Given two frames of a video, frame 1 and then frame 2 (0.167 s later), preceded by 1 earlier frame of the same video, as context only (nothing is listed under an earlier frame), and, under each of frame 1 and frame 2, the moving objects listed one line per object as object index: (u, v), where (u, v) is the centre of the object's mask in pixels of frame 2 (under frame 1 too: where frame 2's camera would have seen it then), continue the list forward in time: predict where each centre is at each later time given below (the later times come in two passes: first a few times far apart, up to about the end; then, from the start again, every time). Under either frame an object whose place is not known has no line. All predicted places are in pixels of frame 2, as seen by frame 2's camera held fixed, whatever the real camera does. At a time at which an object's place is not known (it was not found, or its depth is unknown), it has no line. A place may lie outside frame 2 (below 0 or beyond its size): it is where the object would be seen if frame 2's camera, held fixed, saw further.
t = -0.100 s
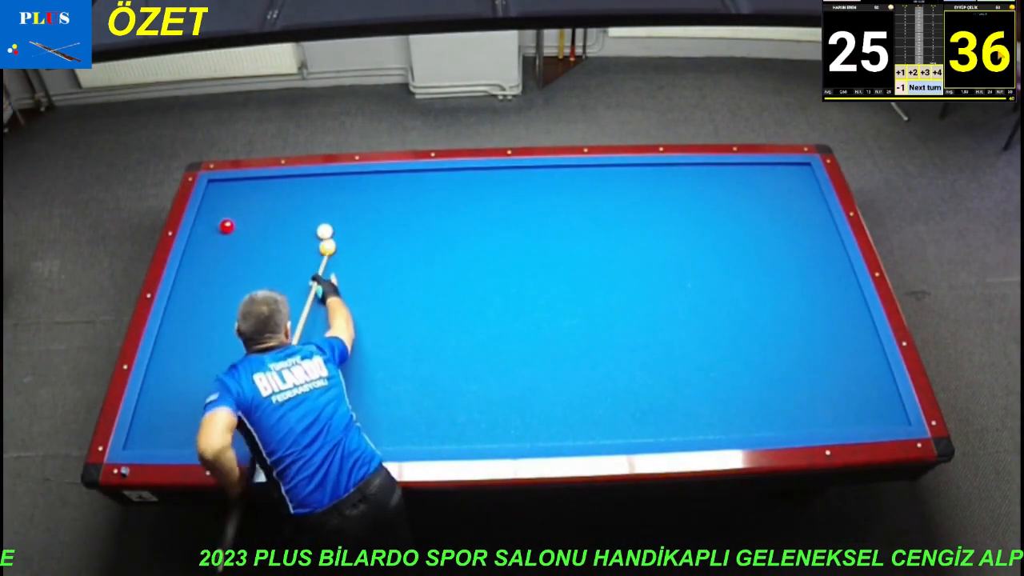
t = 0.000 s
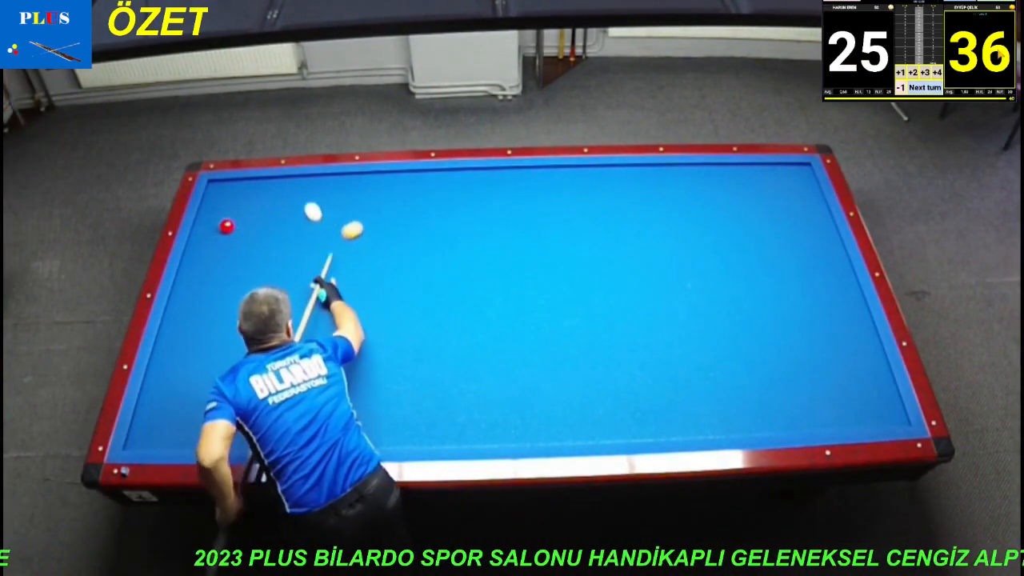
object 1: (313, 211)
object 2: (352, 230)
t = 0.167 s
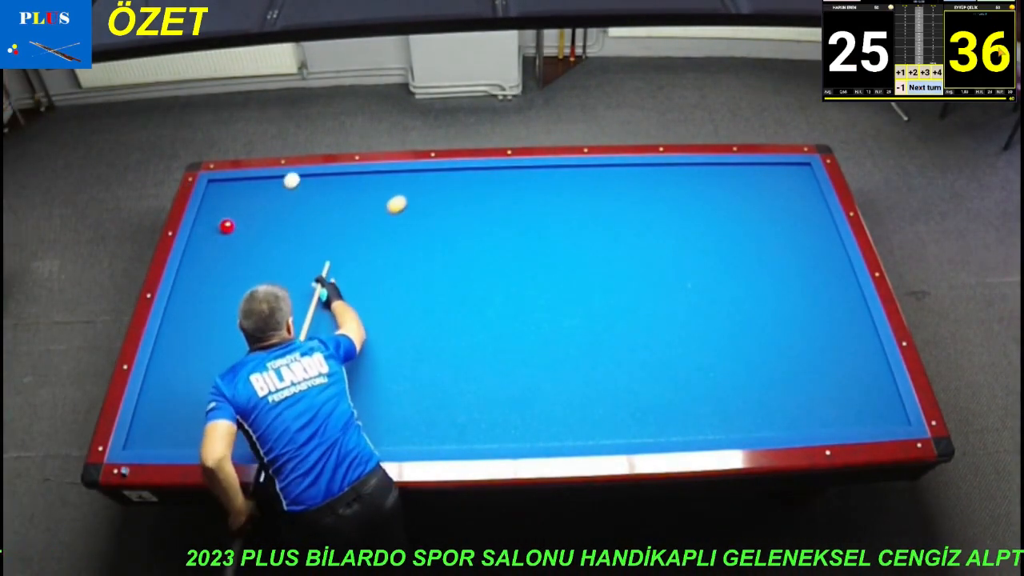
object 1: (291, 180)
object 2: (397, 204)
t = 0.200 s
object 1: (287, 185)
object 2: (405, 199)
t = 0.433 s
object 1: (256, 214)
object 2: (461, 179)
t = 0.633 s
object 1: (230, 239)
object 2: (512, 196)
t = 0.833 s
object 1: (204, 264)
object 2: (565, 213)
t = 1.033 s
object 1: (177, 291)
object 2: (619, 230)
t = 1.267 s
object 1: (181, 318)
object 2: (684, 252)
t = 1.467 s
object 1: (185, 342)
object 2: (741, 271)
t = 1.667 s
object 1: (189, 368)
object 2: (798, 290)
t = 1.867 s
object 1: (194, 394)
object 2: (855, 310)
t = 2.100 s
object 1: (199, 426)
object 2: (842, 342)
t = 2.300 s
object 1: (210, 439)
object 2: (823, 371)
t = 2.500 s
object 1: (229, 424)
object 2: (801, 402)
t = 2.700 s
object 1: (248, 409)
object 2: (776, 425)
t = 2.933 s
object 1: (269, 393)
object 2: (737, 406)
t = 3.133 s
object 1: (286, 380)
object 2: (704, 391)
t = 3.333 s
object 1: (303, 367)
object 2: (672, 376)
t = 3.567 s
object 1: (322, 353)
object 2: (636, 359)
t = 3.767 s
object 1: (337, 341)
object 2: (606, 345)
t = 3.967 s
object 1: (352, 330)
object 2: (578, 332)
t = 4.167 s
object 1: (366, 319)
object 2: (550, 319)
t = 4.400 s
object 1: (382, 308)
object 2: (520, 305)
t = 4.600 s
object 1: (395, 298)
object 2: (495, 293)
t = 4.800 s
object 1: (408, 289)
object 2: (471, 282)
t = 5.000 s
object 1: (420, 280)
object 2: (448, 272)
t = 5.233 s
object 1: (428, 275)
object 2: (428, 257)
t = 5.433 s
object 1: (430, 275)
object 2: (414, 242)
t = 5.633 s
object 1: (431, 275)
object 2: (402, 228)
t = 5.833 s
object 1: (432, 274)
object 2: (390, 215)
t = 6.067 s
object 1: (433, 274)
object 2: (376, 200)
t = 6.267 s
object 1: (434, 274)
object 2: (366, 188)
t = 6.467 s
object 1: (433, 274)
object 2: (357, 177)
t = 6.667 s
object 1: (433, 274)
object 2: (349, 182)
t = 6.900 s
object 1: (433, 274)
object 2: (342, 189)
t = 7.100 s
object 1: (433, 274)
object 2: (336, 195)
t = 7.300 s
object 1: (433, 274)
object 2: (330, 201)
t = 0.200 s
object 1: (287, 185)
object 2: (405, 199)
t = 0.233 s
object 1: (282, 189)
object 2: (413, 193)
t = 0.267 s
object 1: (278, 194)
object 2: (421, 188)
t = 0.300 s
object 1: (273, 198)
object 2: (429, 183)
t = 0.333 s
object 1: (269, 202)
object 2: (436, 178)
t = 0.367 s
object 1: (265, 206)
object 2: (444, 174)
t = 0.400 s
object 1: (261, 210)
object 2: (452, 176)
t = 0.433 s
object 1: (256, 214)
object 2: (461, 179)
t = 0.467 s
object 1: (252, 218)
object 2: (469, 182)
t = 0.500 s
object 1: (248, 222)
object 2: (478, 185)
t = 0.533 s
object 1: (244, 226)
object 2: (486, 188)
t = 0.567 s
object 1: (239, 230)
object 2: (495, 190)
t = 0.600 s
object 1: (235, 234)
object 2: (503, 193)
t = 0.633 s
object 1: (230, 239)
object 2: (512, 196)
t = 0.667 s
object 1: (226, 243)
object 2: (520, 199)
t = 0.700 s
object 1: (221, 247)
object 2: (529, 201)
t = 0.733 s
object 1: (217, 251)
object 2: (538, 204)
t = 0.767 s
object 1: (213, 255)
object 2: (547, 207)
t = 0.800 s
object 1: (208, 260)
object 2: (556, 210)
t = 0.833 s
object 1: (204, 264)
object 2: (565, 213)
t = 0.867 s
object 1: (199, 268)
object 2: (574, 215)
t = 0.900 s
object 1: (195, 273)
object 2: (583, 218)
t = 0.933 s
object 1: (190, 277)
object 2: (592, 222)
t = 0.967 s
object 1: (186, 282)
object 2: (601, 224)
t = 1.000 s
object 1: (181, 286)
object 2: (610, 227)
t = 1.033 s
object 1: (177, 291)
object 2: (619, 230)
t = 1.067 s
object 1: (177, 295)
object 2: (628, 233)
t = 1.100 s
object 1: (178, 298)
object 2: (638, 237)
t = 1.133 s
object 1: (178, 302)
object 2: (647, 240)
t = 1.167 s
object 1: (179, 306)
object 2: (656, 242)
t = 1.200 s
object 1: (179, 310)
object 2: (665, 246)
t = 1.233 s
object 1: (180, 314)
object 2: (675, 249)
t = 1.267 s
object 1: (181, 318)
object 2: (684, 252)
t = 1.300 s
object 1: (181, 322)
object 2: (694, 255)
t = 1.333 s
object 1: (182, 326)
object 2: (703, 258)
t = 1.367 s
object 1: (183, 330)
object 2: (713, 261)
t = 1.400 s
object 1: (183, 334)
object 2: (722, 265)
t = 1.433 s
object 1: (184, 338)
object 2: (731, 268)
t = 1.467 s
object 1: (185, 342)
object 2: (741, 271)
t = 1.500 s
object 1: (185, 346)
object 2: (751, 274)
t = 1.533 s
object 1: (186, 351)
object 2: (760, 278)
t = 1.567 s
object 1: (187, 355)
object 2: (770, 281)
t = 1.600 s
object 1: (187, 359)
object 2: (779, 284)
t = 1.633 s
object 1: (188, 363)
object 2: (789, 287)
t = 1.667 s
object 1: (189, 368)
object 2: (798, 290)
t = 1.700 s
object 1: (190, 372)
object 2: (807, 294)
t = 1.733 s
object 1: (190, 376)
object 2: (817, 297)
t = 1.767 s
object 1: (191, 381)
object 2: (826, 300)
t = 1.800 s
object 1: (192, 385)
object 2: (836, 303)
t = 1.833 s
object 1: (193, 389)
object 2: (845, 307)
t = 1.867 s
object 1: (194, 394)
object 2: (855, 310)
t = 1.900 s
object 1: (194, 398)
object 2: (863, 314)
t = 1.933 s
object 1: (195, 403)
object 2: (860, 318)
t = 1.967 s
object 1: (196, 407)
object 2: (856, 323)
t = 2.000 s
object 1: (197, 412)
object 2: (852, 328)
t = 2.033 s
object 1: (198, 416)
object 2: (849, 332)
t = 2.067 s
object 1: (199, 421)
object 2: (846, 337)
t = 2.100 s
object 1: (199, 426)
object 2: (842, 342)
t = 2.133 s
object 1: (200, 430)
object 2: (839, 347)
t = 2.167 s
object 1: (201, 435)
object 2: (836, 351)
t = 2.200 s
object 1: (202, 439)
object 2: (833, 357)
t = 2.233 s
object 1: (204, 442)
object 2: (829, 361)
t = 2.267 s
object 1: (206, 441)
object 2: (826, 366)
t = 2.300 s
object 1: (210, 439)
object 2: (823, 371)
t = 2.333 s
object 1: (213, 437)
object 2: (819, 376)
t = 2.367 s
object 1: (216, 434)
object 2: (816, 381)
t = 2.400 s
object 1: (219, 432)
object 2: (812, 387)
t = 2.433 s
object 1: (223, 429)
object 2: (808, 392)
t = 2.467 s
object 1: (226, 427)
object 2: (805, 397)
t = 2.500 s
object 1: (229, 424)
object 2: (801, 402)
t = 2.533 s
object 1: (232, 422)
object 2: (797, 408)
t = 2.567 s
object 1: (235, 419)
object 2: (794, 413)
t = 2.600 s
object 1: (239, 417)
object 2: (790, 418)
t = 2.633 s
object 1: (242, 414)
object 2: (786, 423)
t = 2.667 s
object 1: (245, 412)
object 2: (782, 427)
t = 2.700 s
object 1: (248, 409)
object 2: (776, 425)
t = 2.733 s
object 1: (251, 407)
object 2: (770, 422)
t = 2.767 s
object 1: (254, 405)
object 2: (764, 419)
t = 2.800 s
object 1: (257, 402)
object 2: (759, 417)
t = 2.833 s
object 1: (260, 400)
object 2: (753, 414)
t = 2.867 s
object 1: (263, 398)
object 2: (748, 411)
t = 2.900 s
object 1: (266, 395)
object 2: (742, 409)
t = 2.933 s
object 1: (269, 393)
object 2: (737, 406)
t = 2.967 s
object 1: (271, 391)
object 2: (731, 404)
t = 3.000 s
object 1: (274, 389)
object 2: (725, 401)
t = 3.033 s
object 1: (277, 386)
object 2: (720, 398)
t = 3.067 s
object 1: (280, 384)
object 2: (715, 396)
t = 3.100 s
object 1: (283, 382)
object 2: (709, 393)
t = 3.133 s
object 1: (286, 380)
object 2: (704, 391)
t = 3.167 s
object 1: (289, 378)
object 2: (698, 388)
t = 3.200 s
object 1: (292, 375)
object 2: (693, 386)
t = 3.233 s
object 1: (294, 373)
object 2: (688, 383)
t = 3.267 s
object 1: (297, 371)
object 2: (682, 381)
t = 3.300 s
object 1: (300, 369)
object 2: (677, 378)
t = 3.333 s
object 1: (303, 367)
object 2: (672, 376)
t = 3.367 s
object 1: (306, 365)
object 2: (667, 373)
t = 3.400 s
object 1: (308, 363)
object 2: (661, 371)
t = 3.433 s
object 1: (311, 361)
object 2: (656, 368)
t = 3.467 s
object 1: (314, 359)
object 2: (651, 366)
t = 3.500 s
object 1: (316, 357)
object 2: (646, 364)
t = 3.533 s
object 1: (319, 355)
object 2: (641, 361)
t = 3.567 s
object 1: (322, 353)
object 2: (636, 359)
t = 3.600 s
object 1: (324, 351)
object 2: (631, 357)
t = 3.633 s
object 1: (327, 349)
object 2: (626, 354)
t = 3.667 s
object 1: (329, 347)
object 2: (621, 352)
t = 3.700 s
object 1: (332, 345)
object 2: (616, 350)
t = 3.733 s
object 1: (335, 343)
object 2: (611, 347)
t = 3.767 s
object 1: (337, 341)
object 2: (606, 345)
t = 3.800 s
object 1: (340, 339)
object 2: (601, 343)
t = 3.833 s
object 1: (342, 337)
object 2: (597, 341)
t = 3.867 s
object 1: (345, 335)
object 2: (592, 338)
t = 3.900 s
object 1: (347, 334)
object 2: (587, 336)
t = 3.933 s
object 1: (350, 332)
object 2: (582, 334)
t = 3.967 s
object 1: (352, 330)
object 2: (578, 332)
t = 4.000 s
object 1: (354, 328)
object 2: (573, 330)
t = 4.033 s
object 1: (357, 327)
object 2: (569, 328)
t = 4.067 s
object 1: (359, 325)
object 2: (564, 325)
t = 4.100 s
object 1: (362, 323)
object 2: (559, 323)
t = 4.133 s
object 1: (364, 321)
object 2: (555, 321)
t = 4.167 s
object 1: (366, 319)
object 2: (550, 319)
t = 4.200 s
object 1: (369, 318)
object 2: (546, 317)
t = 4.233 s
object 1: (371, 316)
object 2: (541, 315)
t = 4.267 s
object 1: (373, 314)
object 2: (537, 313)
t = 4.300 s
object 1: (375, 313)
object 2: (533, 311)
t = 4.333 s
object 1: (378, 311)
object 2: (529, 309)
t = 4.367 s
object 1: (380, 309)
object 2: (524, 307)
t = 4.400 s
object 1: (382, 308)
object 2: (520, 305)
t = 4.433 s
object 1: (384, 306)
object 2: (516, 303)
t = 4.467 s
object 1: (387, 304)
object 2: (512, 301)
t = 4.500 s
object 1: (389, 303)
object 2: (507, 299)
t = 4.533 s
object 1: (391, 301)
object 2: (503, 297)
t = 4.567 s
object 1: (393, 300)
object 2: (499, 295)
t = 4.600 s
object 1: (395, 298)
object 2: (495, 293)
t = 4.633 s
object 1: (397, 296)
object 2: (491, 291)
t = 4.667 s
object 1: (399, 295)
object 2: (487, 289)
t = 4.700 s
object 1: (402, 293)
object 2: (483, 288)
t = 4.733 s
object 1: (404, 292)
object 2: (479, 286)
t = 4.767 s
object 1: (406, 291)
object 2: (475, 284)
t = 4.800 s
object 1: (408, 289)
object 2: (471, 282)
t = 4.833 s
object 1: (410, 288)
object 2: (467, 281)
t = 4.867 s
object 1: (412, 286)
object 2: (463, 279)
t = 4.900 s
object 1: (414, 285)
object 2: (460, 277)
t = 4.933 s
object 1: (416, 283)
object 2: (456, 275)
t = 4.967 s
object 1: (418, 282)
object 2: (452, 274)
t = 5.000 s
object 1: (420, 280)
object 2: (448, 272)
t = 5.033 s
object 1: (421, 279)
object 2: (445, 270)
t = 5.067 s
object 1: (423, 278)
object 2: (441, 269)
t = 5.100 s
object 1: (425, 276)
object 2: (438, 267)
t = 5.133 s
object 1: (426, 276)
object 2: (435, 264)
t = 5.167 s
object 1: (426, 276)
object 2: (433, 261)
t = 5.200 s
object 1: (427, 276)
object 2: (430, 259)
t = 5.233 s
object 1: (428, 275)
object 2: (428, 257)
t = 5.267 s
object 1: (428, 275)
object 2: (426, 254)
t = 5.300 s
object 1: (428, 275)
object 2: (423, 252)
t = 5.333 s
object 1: (429, 275)
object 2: (421, 249)
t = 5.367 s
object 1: (429, 275)
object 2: (419, 247)
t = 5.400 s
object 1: (429, 275)
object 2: (416, 244)
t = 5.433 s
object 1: (430, 275)
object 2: (414, 242)
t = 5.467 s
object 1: (430, 275)
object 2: (412, 240)
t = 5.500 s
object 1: (430, 275)
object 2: (410, 237)
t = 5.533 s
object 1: (431, 275)
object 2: (408, 235)
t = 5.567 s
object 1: (431, 275)
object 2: (406, 232)
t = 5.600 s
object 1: (431, 275)
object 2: (404, 230)
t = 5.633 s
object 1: (431, 275)
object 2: (402, 228)
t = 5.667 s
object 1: (431, 275)
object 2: (400, 225)
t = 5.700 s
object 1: (432, 275)
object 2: (397, 223)
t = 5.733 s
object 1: (432, 275)
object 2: (395, 221)
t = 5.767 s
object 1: (432, 274)
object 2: (394, 219)
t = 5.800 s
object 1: (432, 274)
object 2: (392, 216)
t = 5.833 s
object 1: (432, 274)
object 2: (390, 215)
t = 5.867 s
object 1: (433, 274)
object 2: (388, 212)
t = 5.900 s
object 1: (433, 274)
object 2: (386, 210)
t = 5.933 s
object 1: (433, 274)
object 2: (384, 208)
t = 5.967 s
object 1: (433, 274)
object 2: (382, 206)
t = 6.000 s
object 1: (433, 274)
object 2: (380, 204)
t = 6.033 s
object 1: (433, 274)
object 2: (379, 202)
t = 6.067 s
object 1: (433, 274)
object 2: (376, 200)
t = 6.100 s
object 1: (433, 274)
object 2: (375, 198)
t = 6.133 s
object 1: (433, 274)
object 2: (373, 196)
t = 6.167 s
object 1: (433, 274)
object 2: (371, 194)
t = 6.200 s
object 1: (433, 274)
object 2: (370, 192)
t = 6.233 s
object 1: (433, 274)
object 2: (368, 190)
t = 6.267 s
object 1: (434, 274)
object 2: (366, 188)
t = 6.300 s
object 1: (433, 274)
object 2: (364, 186)
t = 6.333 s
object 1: (433, 274)
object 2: (363, 185)
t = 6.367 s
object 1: (433, 274)
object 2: (361, 183)
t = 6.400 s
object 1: (433, 274)
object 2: (359, 181)
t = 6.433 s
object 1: (433, 274)
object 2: (358, 179)
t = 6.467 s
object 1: (433, 274)
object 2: (357, 177)
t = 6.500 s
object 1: (433, 274)
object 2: (355, 177)
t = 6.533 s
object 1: (433, 274)
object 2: (354, 178)
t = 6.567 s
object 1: (433, 274)
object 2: (353, 179)
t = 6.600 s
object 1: (433, 274)
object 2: (352, 180)
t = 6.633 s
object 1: (433, 274)
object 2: (350, 181)
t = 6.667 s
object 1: (433, 274)
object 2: (349, 182)
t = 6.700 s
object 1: (433, 274)
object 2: (348, 183)
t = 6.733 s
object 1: (433, 274)
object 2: (347, 184)
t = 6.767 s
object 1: (433, 274)
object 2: (346, 185)
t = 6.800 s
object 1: (433, 274)
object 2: (345, 186)
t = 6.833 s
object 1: (433, 274)
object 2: (344, 187)
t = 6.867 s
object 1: (433, 274)
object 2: (343, 188)
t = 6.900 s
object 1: (433, 274)
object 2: (342, 189)
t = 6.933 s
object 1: (433, 274)
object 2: (341, 190)
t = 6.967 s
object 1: (433, 274)
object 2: (340, 191)
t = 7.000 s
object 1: (433, 274)
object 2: (339, 192)
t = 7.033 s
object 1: (433, 274)
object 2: (338, 193)
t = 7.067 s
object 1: (433, 274)
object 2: (337, 194)
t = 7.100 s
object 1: (433, 274)
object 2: (336, 195)
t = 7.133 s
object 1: (433, 274)
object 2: (335, 196)
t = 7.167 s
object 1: (433, 274)
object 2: (334, 197)
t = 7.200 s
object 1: (433, 274)
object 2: (333, 198)
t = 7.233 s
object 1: (433, 274)
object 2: (332, 199)
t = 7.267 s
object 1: (433, 274)
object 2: (331, 200)
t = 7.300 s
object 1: (433, 274)
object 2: (330, 201)
